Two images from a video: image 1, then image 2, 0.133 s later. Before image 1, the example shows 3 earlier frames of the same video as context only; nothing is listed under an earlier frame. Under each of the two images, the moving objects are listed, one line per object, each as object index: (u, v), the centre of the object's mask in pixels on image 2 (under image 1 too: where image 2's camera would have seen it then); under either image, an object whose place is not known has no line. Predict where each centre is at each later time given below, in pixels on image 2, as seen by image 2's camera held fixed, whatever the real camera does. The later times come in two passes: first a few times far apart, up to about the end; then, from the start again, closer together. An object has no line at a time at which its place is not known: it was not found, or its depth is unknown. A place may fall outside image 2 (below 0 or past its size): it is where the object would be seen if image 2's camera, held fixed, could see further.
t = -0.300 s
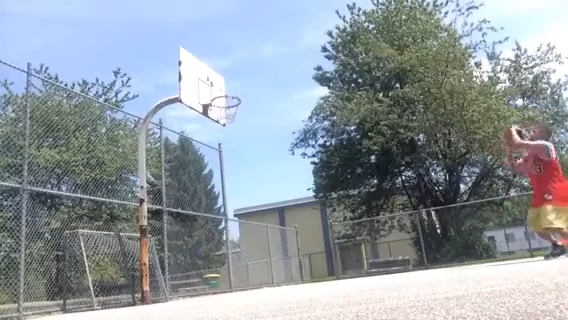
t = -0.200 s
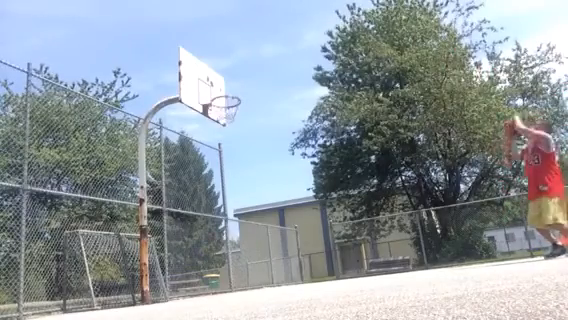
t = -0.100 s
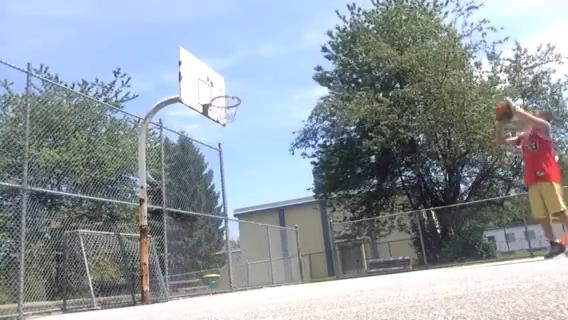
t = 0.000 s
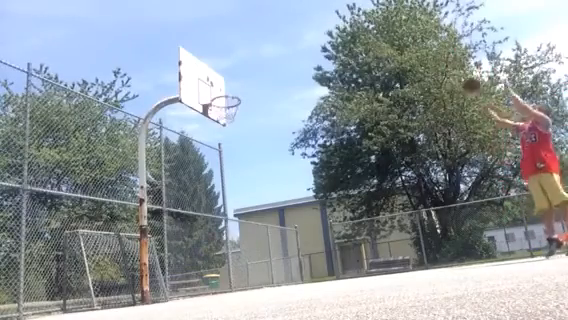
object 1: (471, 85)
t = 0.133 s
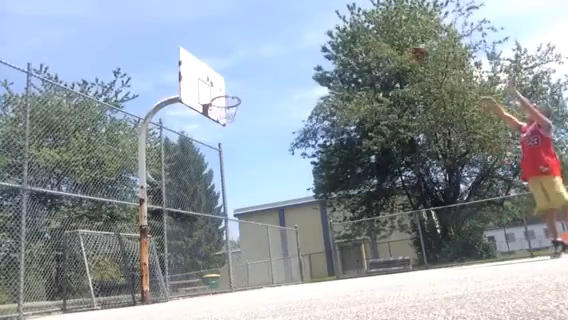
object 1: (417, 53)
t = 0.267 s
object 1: (375, 38)
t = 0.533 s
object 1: (300, 39)
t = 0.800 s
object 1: (241, 78)
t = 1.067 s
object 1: (235, 107)
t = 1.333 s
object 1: (221, 121)
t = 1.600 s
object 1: (218, 146)
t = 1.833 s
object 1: (218, 199)
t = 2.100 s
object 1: (217, 282)
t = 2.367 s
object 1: (211, 209)
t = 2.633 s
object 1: (209, 189)
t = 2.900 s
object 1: (209, 199)
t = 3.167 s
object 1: (210, 257)
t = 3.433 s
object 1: (206, 252)
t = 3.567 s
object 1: (202, 233)
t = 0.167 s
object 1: (407, 48)
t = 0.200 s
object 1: (399, 43)
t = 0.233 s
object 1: (385, 40)
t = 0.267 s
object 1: (375, 38)
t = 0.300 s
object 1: (366, 37)
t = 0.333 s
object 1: (356, 36)
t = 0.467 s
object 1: (317, 35)
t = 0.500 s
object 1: (309, 37)
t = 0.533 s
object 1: (300, 39)
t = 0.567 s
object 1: (293, 42)
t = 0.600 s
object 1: (285, 45)
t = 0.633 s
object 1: (277, 49)
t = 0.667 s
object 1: (270, 54)
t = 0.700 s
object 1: (262, 59)
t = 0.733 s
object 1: (255, 65)
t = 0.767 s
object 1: (248, 71)
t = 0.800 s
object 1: (241, 78)
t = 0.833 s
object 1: (234, 85)
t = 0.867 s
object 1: (228, 90)
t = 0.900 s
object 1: (221, 100)
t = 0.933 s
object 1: (220, 105)
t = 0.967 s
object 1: (228, 113)
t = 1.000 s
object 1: (232, 113)
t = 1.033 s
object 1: (234, 110)
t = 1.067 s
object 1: (235, 107)
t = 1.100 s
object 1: (234, 107)
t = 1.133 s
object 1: (232, 109)
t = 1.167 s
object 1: (232, 112)
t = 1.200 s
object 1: (230, 114)
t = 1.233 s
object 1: (227, 116)
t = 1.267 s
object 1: (224, 118)
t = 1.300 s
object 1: (222, 120)
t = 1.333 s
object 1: (221, 121)
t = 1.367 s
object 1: (221, 122)
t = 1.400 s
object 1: (220, 124)
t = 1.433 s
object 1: (220, 126)
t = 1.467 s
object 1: (219, 129)
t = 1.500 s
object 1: (219, 132)
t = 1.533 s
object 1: (218, 136)
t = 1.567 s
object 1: (218, 140)
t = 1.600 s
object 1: (218, 146)
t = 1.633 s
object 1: (218, 151)
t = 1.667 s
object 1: (217, 158)
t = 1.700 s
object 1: (217, 166)
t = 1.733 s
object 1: (216, 173)
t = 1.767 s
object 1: (217, 182)
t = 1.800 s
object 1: (216, 190)
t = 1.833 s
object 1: (218, 199)
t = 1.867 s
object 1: (218, 212)
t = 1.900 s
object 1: (216, 220)
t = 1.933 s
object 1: (217, 232)
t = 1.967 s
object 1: (217, 245)
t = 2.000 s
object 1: (217, 258)
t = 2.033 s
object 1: (217, 270)
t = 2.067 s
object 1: (218, 284)
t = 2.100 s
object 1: (217, 282)
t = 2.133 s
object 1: (216, 269)
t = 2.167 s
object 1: (217, 258)
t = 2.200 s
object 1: (216, 248)
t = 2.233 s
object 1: (214, 238)
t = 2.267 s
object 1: (215, 230)
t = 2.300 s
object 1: (214, 222)
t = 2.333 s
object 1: (213, 215)
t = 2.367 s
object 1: (211, 209)
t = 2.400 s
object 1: (212, 203)
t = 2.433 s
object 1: (211, 199)
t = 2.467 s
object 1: (208, 195)
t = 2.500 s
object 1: (209, 193)
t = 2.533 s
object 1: (209, 190)
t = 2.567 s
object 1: (209, 190)
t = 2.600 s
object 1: (209, 189)
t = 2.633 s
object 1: (209, 189)
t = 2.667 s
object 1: (209, 189)
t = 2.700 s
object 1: (209, 189)
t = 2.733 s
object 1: (209, 190)
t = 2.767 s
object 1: (209, 191)
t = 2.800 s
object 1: (209, 191)
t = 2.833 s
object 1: (208, 194)
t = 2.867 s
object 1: (208, 196)
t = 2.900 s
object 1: (209, 199)
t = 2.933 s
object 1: (208, 204)
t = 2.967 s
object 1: (209, 212)
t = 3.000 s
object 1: (209, 217)
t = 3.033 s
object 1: (210, 224)
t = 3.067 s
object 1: (208, 231)
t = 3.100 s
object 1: (210, 237)
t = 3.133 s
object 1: (207, 248)
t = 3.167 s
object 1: (210, 257)
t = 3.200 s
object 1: (208, 265)
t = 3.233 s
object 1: (210, 277)
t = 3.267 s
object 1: (211, 287)
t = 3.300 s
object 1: (210, 287)
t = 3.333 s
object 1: (211, 277)
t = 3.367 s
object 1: (209, 266)
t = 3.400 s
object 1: (207, 260)
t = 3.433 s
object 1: (206, 252)
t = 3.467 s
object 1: (205, 246)
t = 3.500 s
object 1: (205, 241)
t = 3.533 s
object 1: (204, 237)
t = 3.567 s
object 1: (202, 233)
